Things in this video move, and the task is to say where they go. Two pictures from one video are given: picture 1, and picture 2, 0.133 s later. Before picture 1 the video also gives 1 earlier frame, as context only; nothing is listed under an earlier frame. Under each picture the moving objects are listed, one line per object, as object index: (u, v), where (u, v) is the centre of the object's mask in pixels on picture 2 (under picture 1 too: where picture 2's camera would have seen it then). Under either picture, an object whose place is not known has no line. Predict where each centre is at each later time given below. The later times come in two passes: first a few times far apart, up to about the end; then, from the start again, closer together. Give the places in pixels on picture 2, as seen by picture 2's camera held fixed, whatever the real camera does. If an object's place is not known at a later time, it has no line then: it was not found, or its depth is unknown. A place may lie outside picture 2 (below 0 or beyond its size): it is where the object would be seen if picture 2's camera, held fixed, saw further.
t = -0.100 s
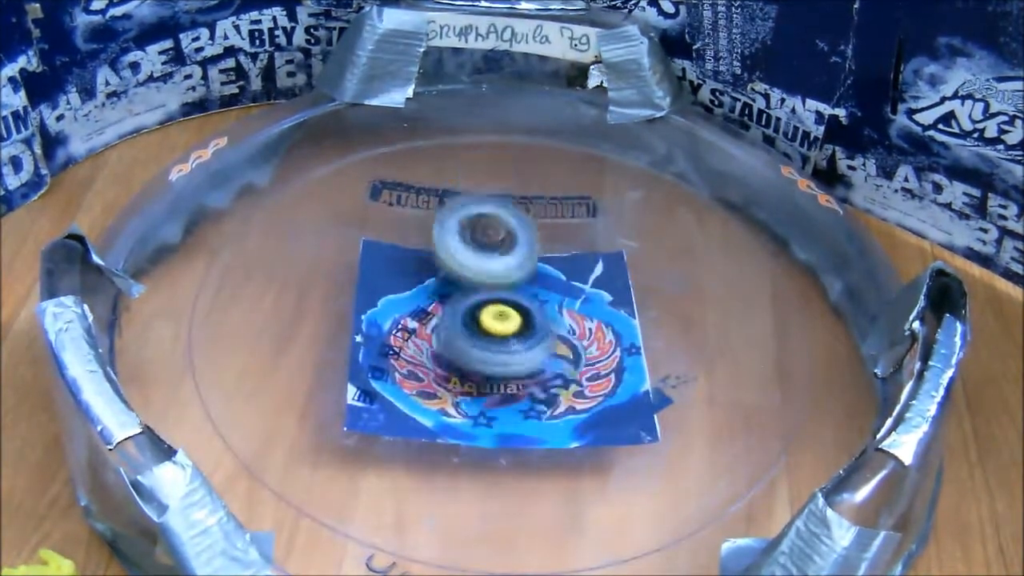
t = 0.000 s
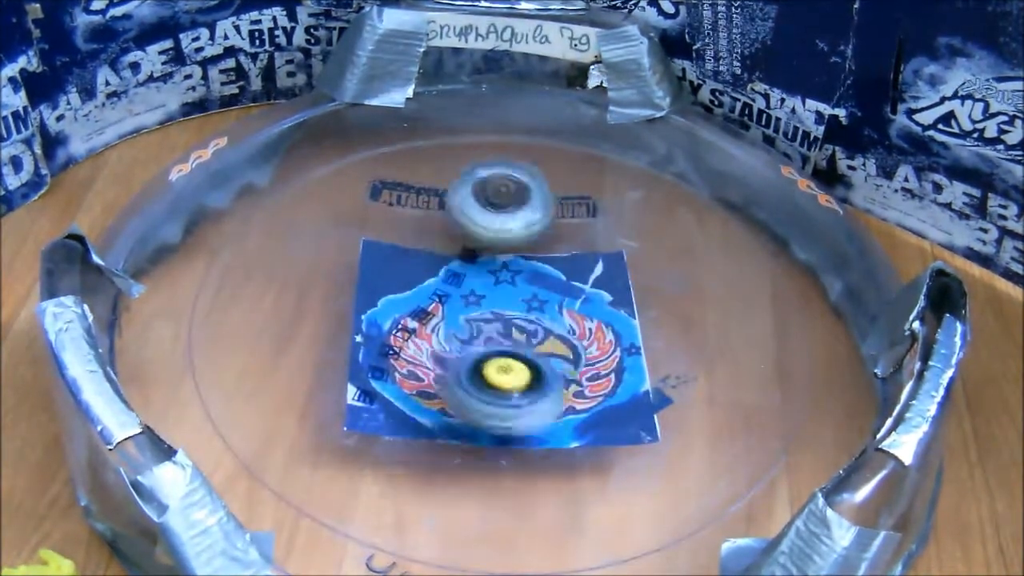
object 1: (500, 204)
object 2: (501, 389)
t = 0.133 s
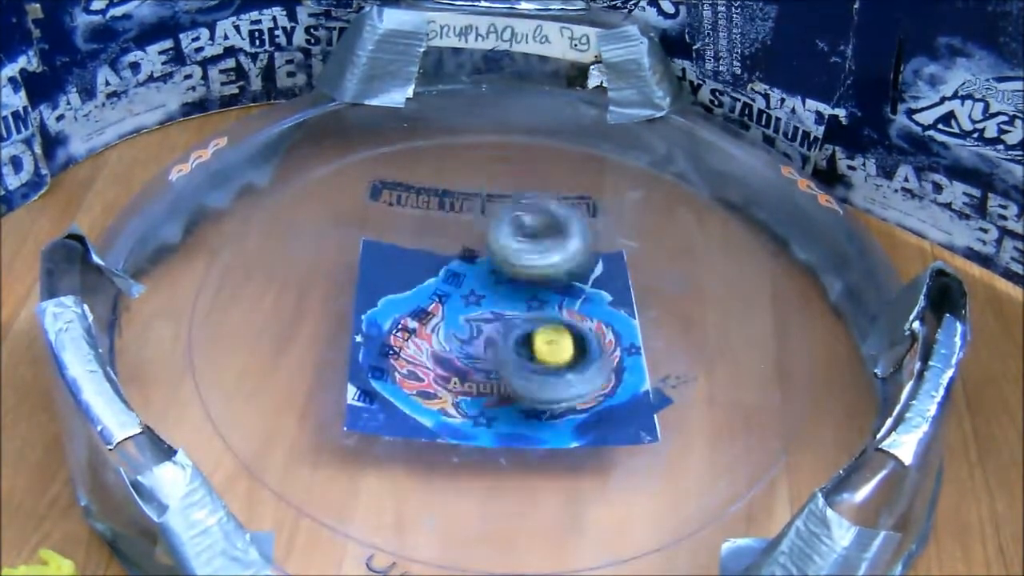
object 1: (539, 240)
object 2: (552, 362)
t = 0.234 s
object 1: (541, 187)
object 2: (576, 384)
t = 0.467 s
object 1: (551, 192)
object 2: (470, 381)
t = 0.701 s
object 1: (634, 236)
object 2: (467, 344)
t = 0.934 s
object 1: (636, 279)
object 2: (455, 267)
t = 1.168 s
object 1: (609, 368)
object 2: (535, 284)
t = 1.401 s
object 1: (536, 384)
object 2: (492, 296)
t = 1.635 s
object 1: (526, 369)
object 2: (488, 274)
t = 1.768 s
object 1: (521, 370)
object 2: (504, 259)
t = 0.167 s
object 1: (535, 200)
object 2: (560, 385)
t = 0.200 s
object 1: (535, 188)
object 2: (570, 390)
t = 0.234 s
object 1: (541, 187)
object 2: (576, 384)
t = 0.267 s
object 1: (546, 192)
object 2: (574, 369)
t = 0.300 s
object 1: (544, 206)
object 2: (558, 350)
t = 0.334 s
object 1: (543, 223)
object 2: (540, 331)
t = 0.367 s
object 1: (541, 239)
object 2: (521, 319)
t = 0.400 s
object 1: (551, 204)
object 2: (489, 361)
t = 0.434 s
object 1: (551, 186)
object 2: (472, 379)
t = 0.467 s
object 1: (551, 192)
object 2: (470, 381)
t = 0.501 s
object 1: (559, 206)
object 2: (476, 378)
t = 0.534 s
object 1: (568, 222)
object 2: (486, 365)
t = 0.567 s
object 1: (575, 239)
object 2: (495, 349)
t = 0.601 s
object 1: (578, 255)
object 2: (503, 334)
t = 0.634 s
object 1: (596, 260)
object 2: (497, 333)
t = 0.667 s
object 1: (629, 236)
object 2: (469, 343)
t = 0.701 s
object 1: (634, 236)
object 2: (467, 344)
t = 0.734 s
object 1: (641, 242)
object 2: (476, 338)
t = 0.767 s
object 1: (642, 246)
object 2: (487, 325)
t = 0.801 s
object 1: (635, 249)
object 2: (491, 311)
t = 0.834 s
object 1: (623, 256)
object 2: (493, 296)
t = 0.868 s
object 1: (612, 265)
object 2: (493, 282)
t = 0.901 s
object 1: (636, 270)
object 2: (463, 272)
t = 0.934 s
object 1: (636, 279)
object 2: (455, 267)
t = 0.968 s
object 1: (639, 294)
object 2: (454, 266)
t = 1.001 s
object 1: (639, 306)
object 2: (457, 268)
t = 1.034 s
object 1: (635, 320)
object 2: (467, 274)
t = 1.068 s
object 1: (631, 331)
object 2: (488, 280)
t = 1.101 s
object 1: (623, 342)
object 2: (505, 284)
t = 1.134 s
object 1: (615, 353)
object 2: (524, 287)
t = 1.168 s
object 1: (609, 368)
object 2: (535, 284)
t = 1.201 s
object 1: (606, 383)
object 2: (534, 270)
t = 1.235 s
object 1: (599, 389)
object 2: (525, 262)
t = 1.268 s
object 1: (590, 396)
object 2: (511, 263)
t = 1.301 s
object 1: (578, 397)
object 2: (504, 268)
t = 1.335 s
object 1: (563, 394)
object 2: (494, 278)
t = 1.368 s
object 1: (547, 386)
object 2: (492, 293)
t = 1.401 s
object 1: (536, 384)
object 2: (492, 296)
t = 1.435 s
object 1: (537, 394)
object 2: (494, 290)
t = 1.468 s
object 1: (535, 395)
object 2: (491, 280)
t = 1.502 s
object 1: (527, 395)
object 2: (485, 271)
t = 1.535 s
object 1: (528, 394)
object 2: (484, 263)
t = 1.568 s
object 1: (531, 388)
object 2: (481, 264)
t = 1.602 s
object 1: (531, 379)
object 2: (482, 268)
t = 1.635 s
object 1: (526, 369)
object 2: (488, 274)
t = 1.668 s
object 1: (520, 364)
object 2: (495, 279)
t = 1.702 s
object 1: (523, 361)
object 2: (504, 274)
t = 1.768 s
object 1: (521, 370)
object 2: (504, 259)
